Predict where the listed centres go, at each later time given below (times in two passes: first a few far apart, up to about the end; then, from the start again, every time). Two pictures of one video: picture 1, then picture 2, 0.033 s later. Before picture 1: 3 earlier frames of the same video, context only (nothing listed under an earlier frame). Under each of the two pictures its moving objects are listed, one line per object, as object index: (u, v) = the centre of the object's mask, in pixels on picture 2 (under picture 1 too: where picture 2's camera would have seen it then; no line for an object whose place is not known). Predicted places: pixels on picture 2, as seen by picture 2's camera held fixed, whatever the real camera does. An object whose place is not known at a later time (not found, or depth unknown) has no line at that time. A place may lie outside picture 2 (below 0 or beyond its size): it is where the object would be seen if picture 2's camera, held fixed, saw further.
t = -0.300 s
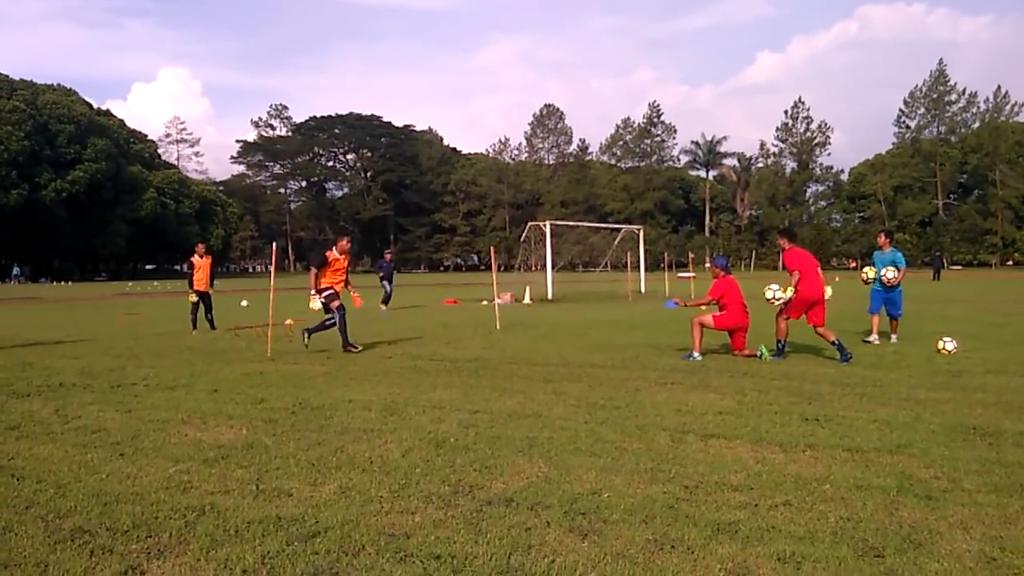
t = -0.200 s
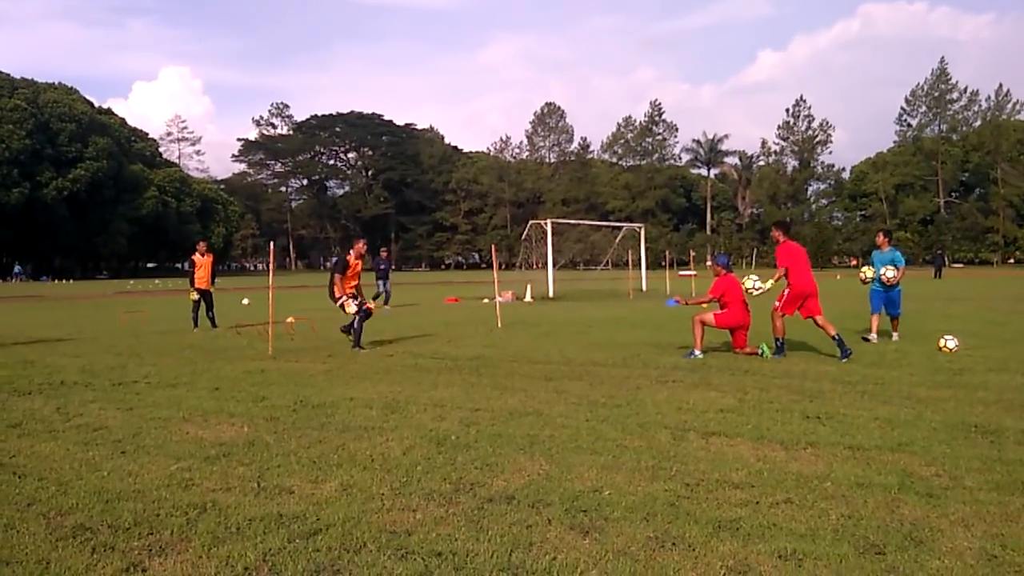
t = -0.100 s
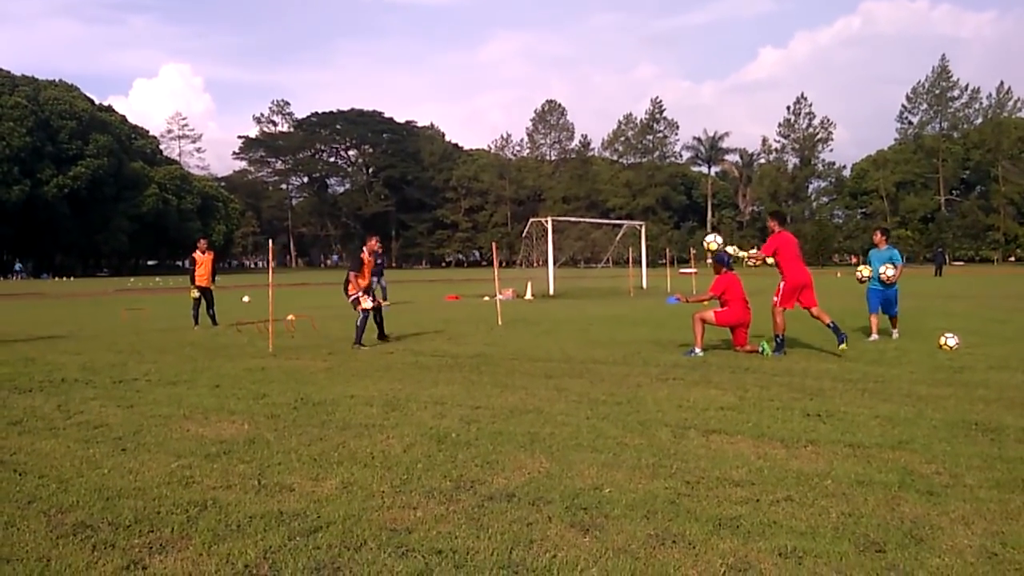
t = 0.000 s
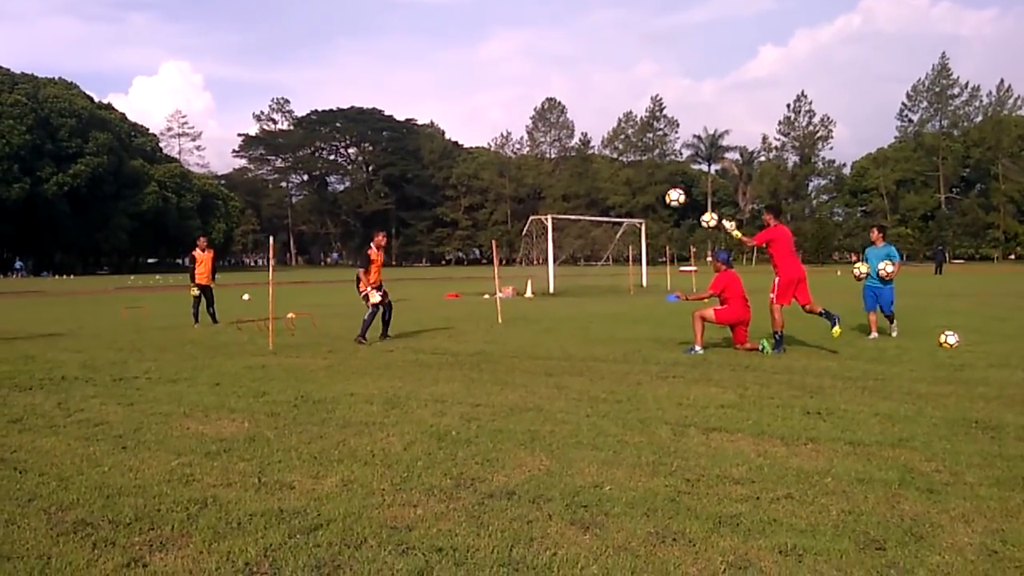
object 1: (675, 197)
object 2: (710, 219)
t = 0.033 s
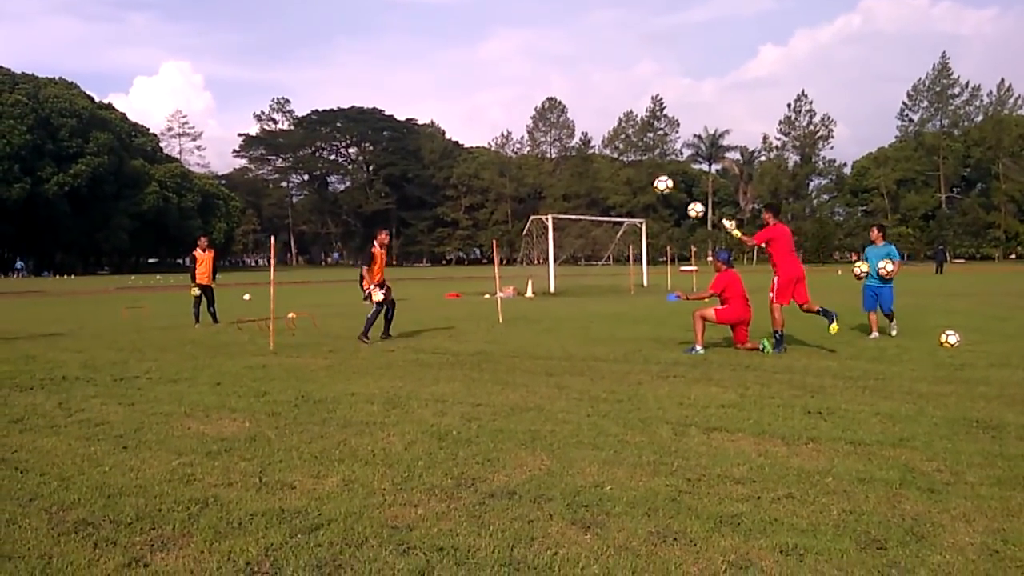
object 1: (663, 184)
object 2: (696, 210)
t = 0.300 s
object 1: (568, 122)
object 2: (598, 168)
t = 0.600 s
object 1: (470, 122)
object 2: (513, 184)
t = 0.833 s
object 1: (400, 170)
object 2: (461, 228)
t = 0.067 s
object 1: (651, 173)
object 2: (682, 201)
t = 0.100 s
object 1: (639, 163)
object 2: (669, 193)
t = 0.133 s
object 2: (656, 187)
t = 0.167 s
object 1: (615, 146)
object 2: (643, 182)
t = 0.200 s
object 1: (603, 137)
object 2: (631, 177)
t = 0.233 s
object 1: (592, 132)
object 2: (620, 174)
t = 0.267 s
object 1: (580, 126)
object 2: (609, 171)
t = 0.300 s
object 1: (568, 122)
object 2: (598, 168)
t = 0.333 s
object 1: (557, 118)
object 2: (587, 167)
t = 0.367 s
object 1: (545, 115)
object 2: (577, 167)
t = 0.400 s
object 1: (534, 113)
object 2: (567, 168)
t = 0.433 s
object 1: (523, 113)
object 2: (557, 169)
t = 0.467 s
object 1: (512, 113)
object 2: (548, 170)
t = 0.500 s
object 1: (502, 114)
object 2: (539, 173)
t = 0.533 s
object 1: (491, 116)
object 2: (530, 176)
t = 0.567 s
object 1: (481, 118)
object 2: (522, 180)
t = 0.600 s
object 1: (470, 122)
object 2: (513, 184)
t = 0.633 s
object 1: (459, 127)
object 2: (505, 189)
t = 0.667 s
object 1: (449, 132)
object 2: (497, 194)
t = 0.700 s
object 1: (439, 136)
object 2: (489, 200)
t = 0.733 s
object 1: (429, 144)
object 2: (482, 207)
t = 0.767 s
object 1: (419, 151)
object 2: (474, 213)
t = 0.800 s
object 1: (409, 160)
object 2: (467, 221)
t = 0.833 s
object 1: (400, 170)
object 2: (461, 228)
